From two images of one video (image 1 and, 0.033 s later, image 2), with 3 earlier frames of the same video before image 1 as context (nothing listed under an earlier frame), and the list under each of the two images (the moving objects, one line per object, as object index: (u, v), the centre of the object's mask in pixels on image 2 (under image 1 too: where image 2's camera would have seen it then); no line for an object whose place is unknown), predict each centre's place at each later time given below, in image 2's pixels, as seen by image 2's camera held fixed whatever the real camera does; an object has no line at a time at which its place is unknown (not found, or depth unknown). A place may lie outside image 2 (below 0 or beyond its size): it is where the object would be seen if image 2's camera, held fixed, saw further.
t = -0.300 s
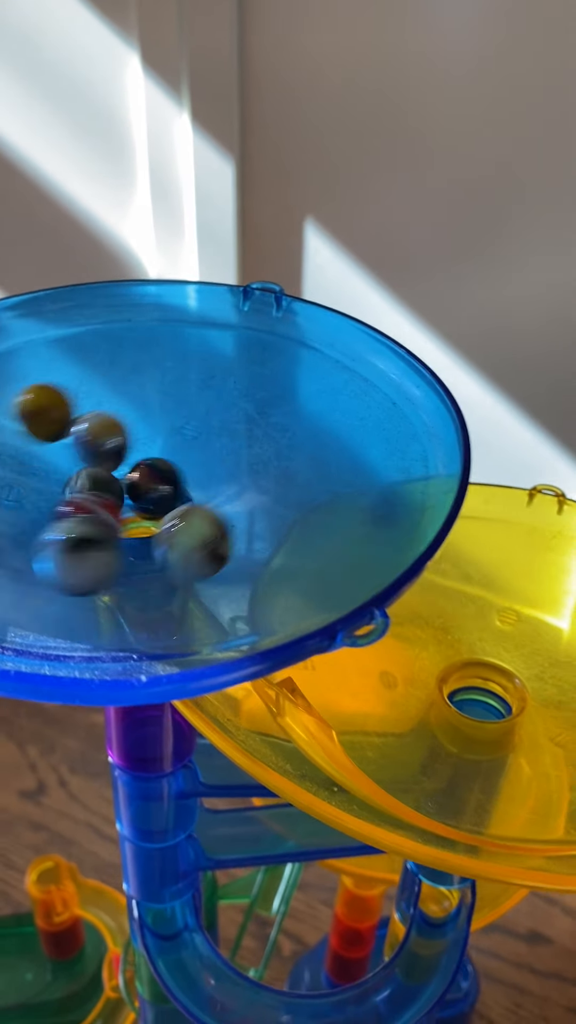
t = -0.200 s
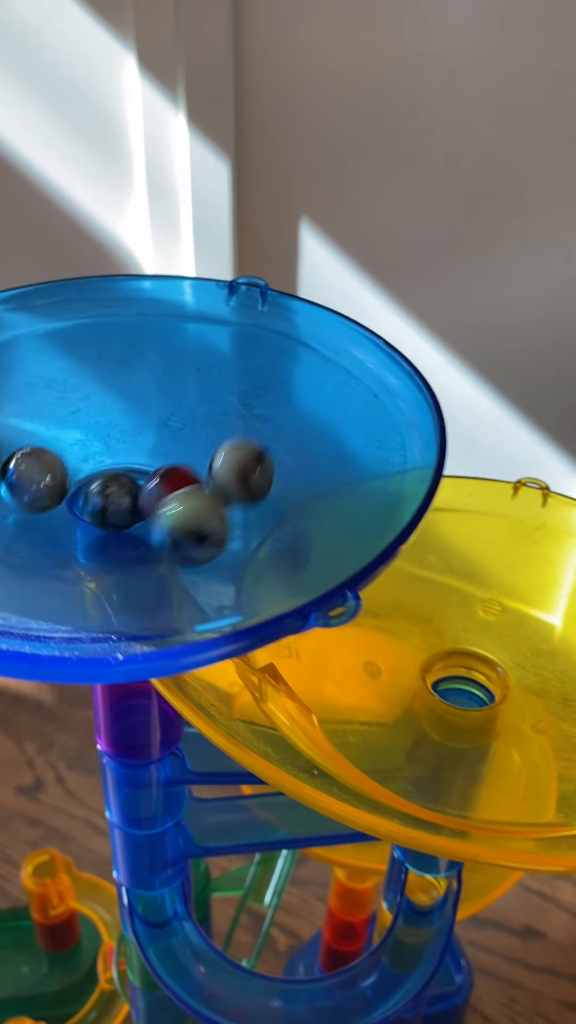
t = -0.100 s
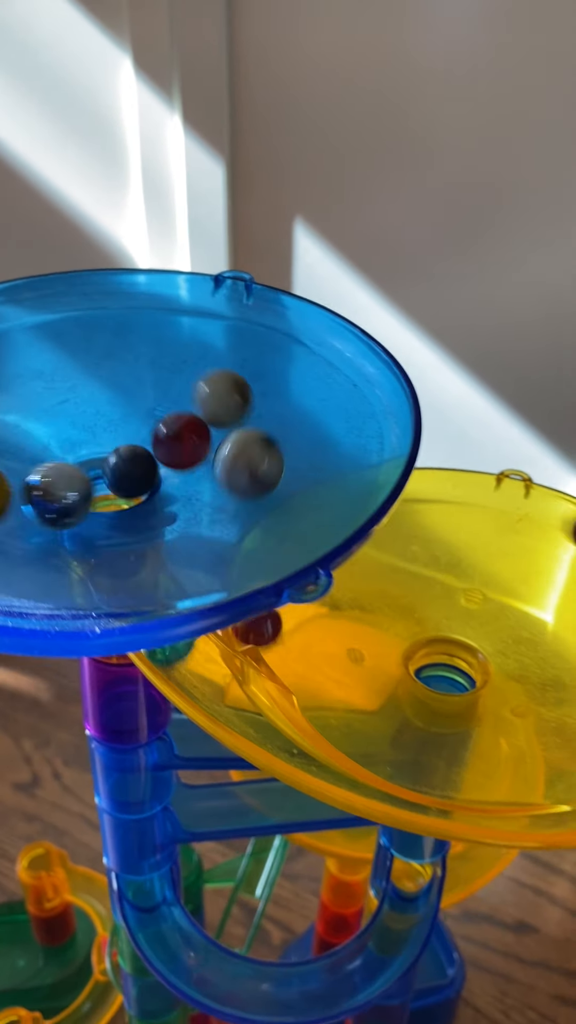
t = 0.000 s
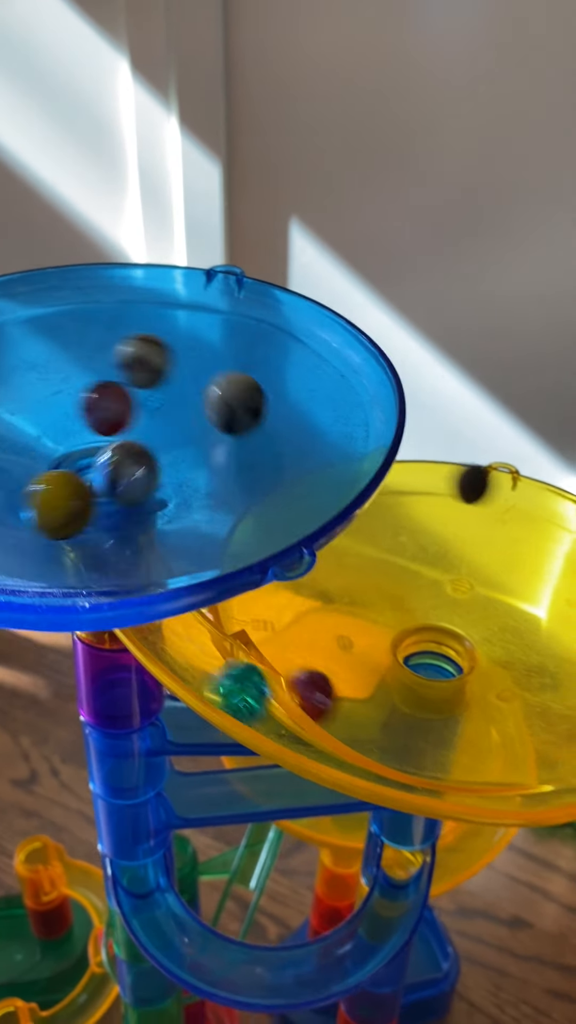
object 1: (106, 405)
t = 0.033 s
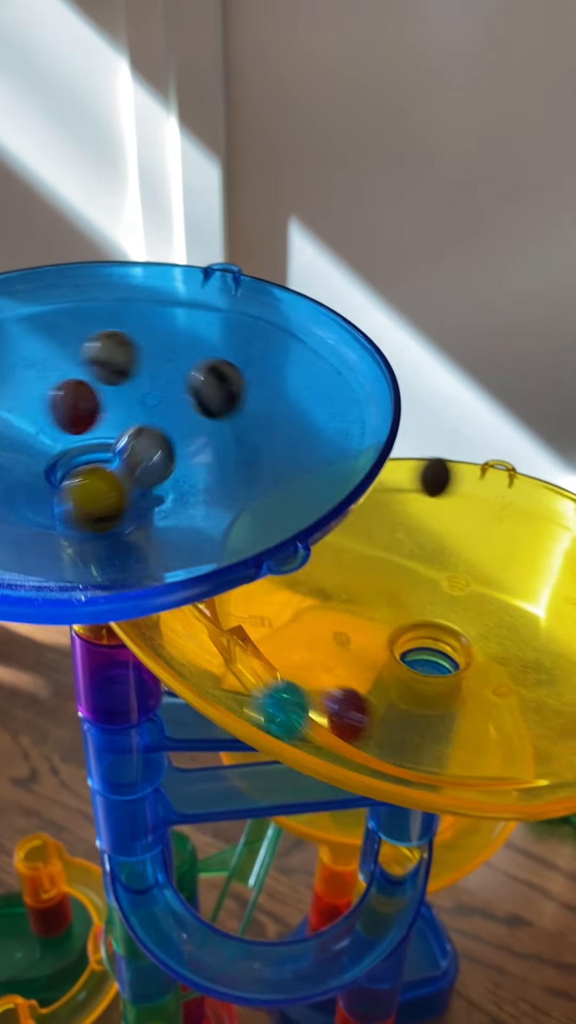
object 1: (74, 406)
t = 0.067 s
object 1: (46, 411)
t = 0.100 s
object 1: (25, 420)
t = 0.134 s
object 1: (18, 433)
